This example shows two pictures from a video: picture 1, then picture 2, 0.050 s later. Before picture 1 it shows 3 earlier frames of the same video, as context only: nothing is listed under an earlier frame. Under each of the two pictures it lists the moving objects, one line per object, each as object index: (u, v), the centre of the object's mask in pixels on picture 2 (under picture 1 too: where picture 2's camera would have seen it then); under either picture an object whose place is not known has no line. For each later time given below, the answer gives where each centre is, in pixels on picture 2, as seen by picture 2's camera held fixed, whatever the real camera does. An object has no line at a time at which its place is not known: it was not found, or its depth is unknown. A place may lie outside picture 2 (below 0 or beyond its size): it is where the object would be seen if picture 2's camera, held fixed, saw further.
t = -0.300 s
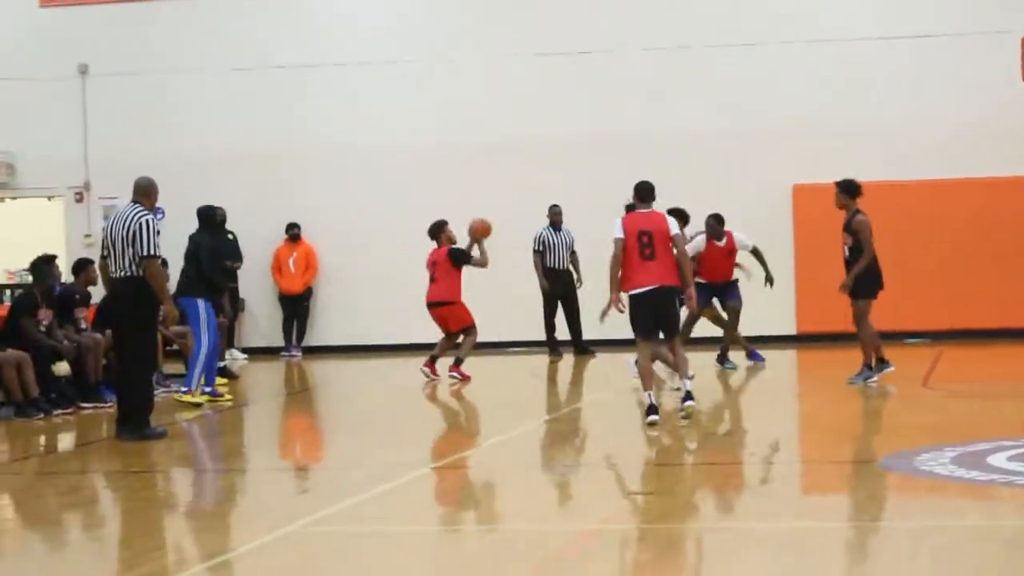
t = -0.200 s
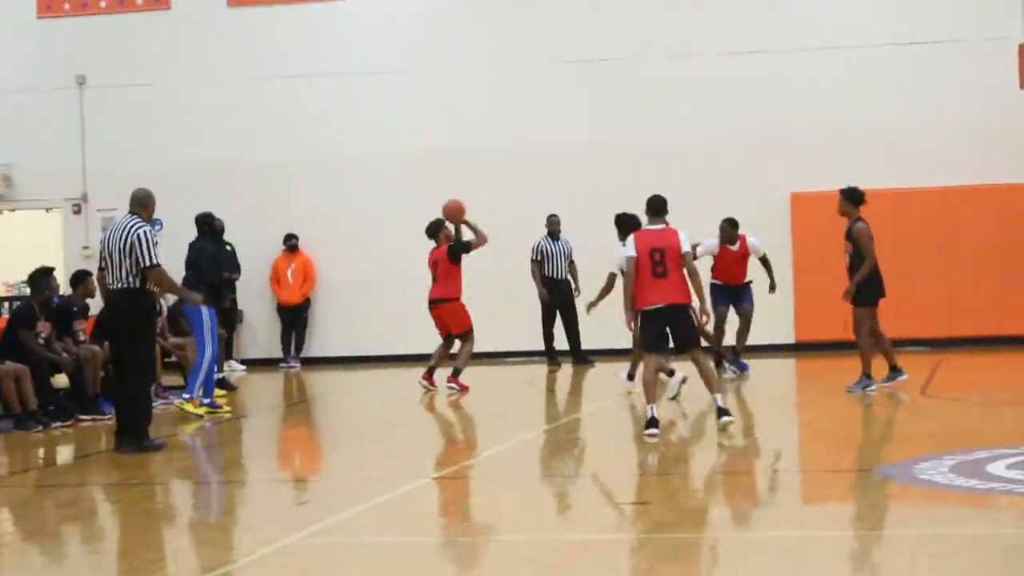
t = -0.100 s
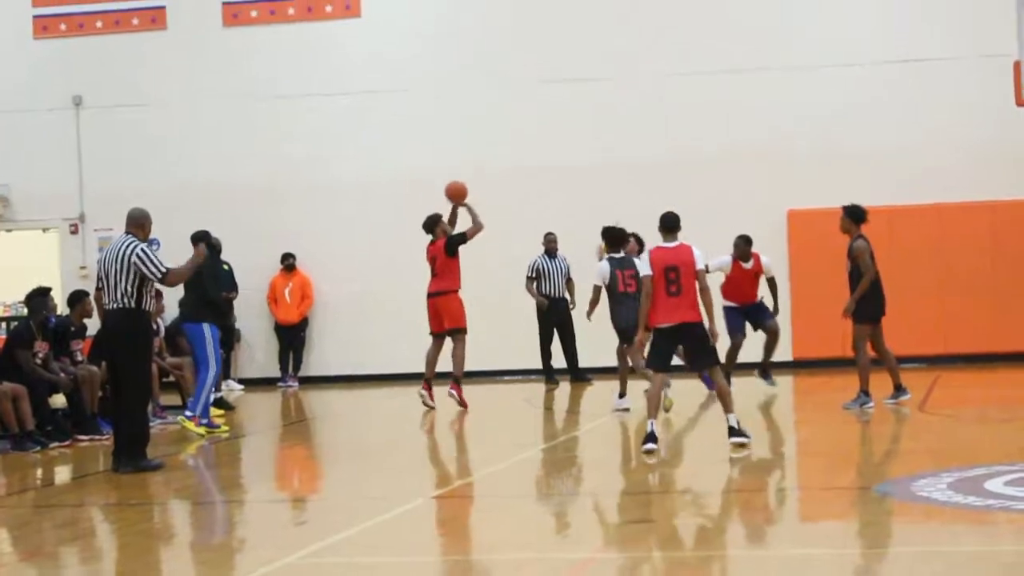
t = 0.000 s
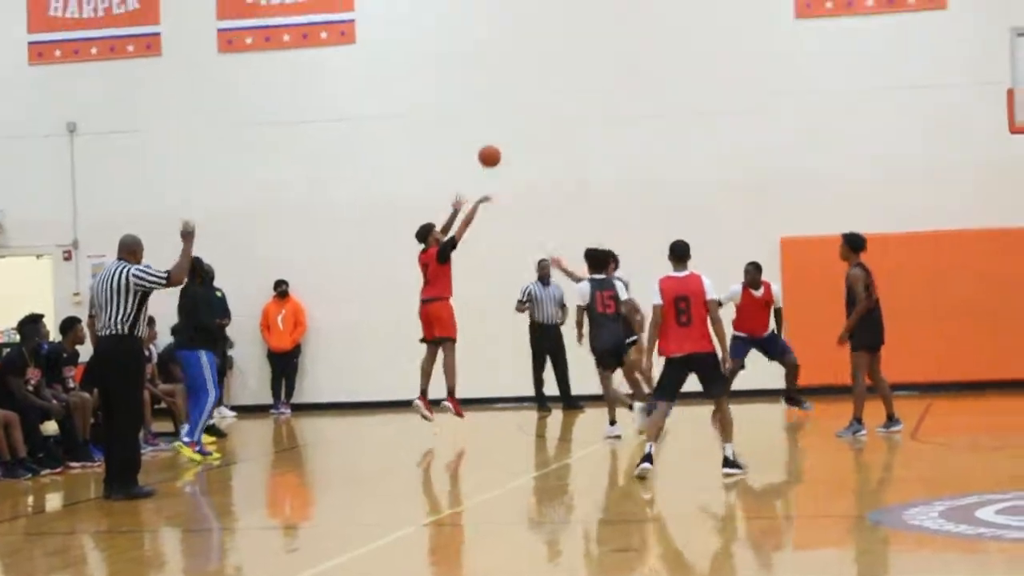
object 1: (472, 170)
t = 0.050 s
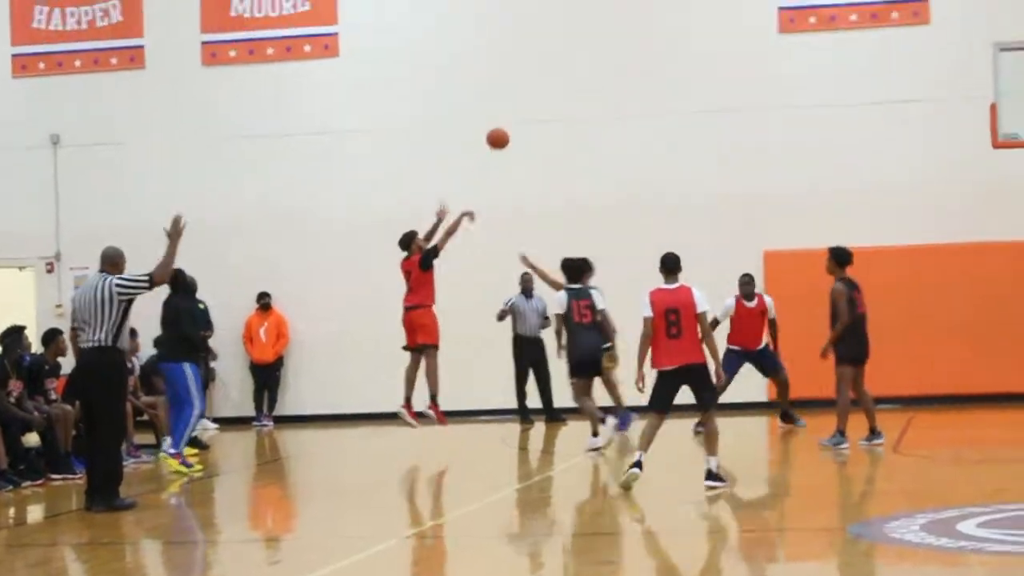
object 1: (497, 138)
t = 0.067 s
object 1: (506, 128)
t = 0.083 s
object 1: (514, 119)
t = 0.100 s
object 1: (522, 109)
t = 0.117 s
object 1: (530, 100)
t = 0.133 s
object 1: (539, 91)
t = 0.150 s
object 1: (546, 82)
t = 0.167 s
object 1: (554, 71)
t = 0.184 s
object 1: (563, 62)
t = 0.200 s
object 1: (572, 53)
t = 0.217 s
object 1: (581, 44)
